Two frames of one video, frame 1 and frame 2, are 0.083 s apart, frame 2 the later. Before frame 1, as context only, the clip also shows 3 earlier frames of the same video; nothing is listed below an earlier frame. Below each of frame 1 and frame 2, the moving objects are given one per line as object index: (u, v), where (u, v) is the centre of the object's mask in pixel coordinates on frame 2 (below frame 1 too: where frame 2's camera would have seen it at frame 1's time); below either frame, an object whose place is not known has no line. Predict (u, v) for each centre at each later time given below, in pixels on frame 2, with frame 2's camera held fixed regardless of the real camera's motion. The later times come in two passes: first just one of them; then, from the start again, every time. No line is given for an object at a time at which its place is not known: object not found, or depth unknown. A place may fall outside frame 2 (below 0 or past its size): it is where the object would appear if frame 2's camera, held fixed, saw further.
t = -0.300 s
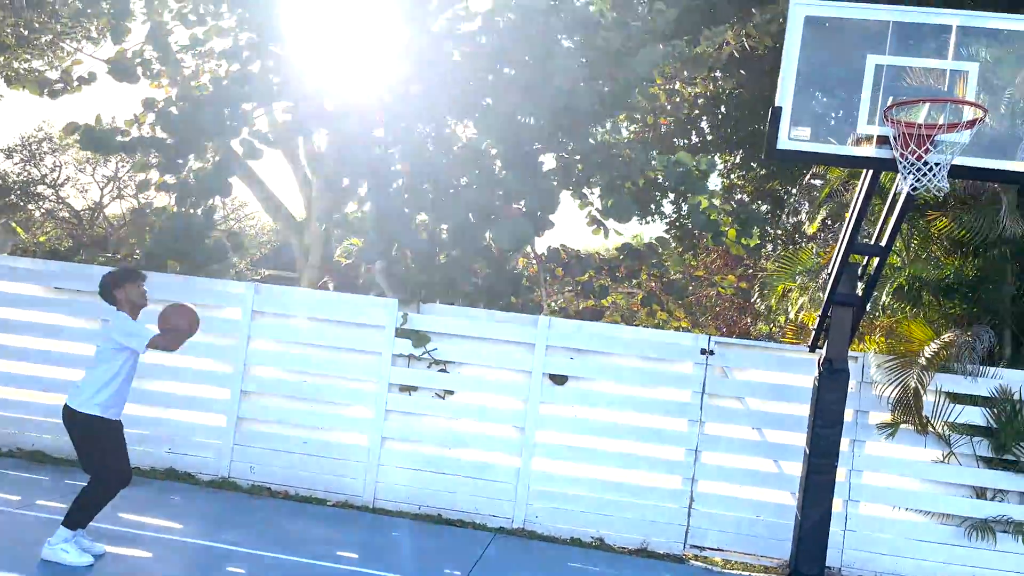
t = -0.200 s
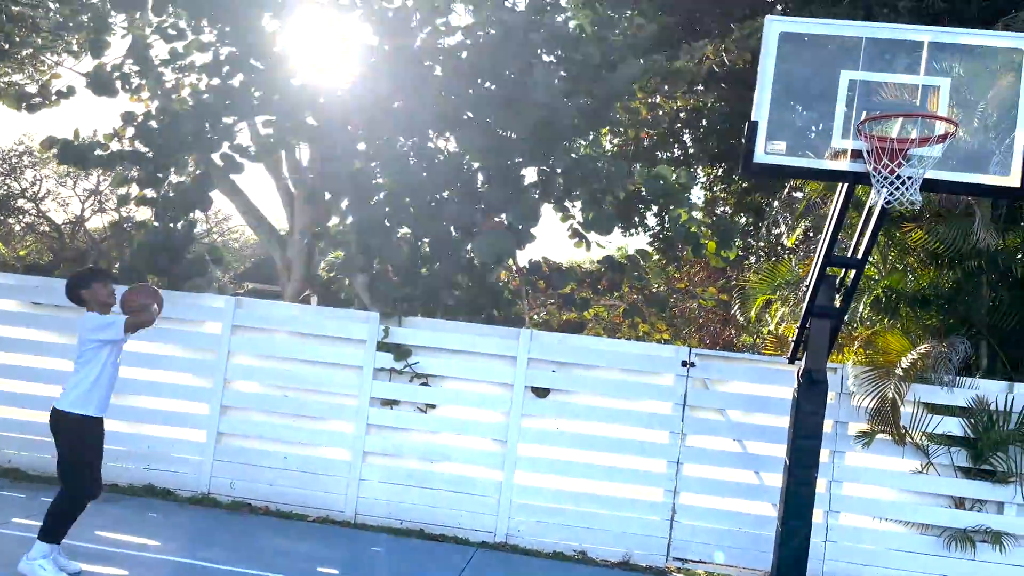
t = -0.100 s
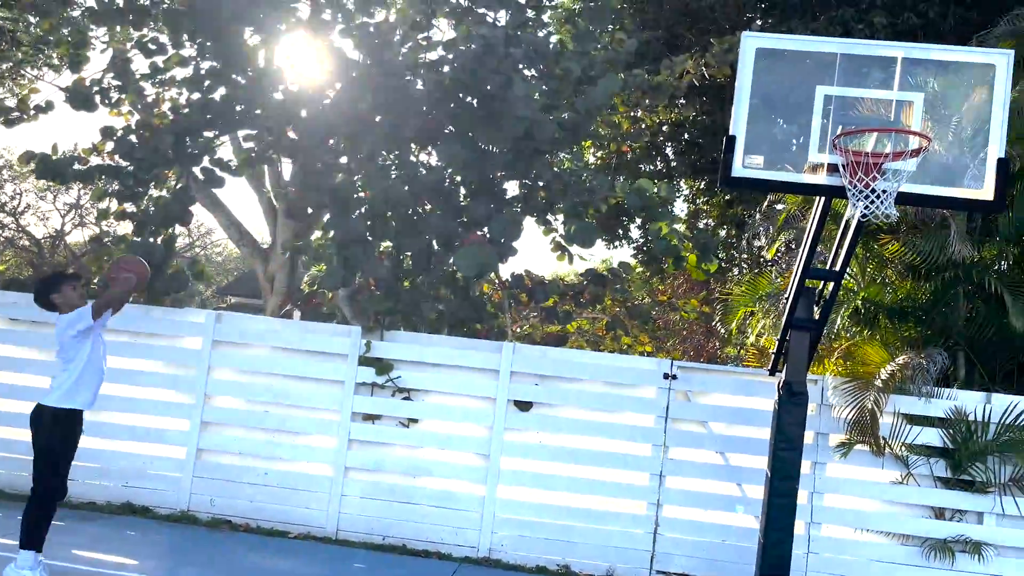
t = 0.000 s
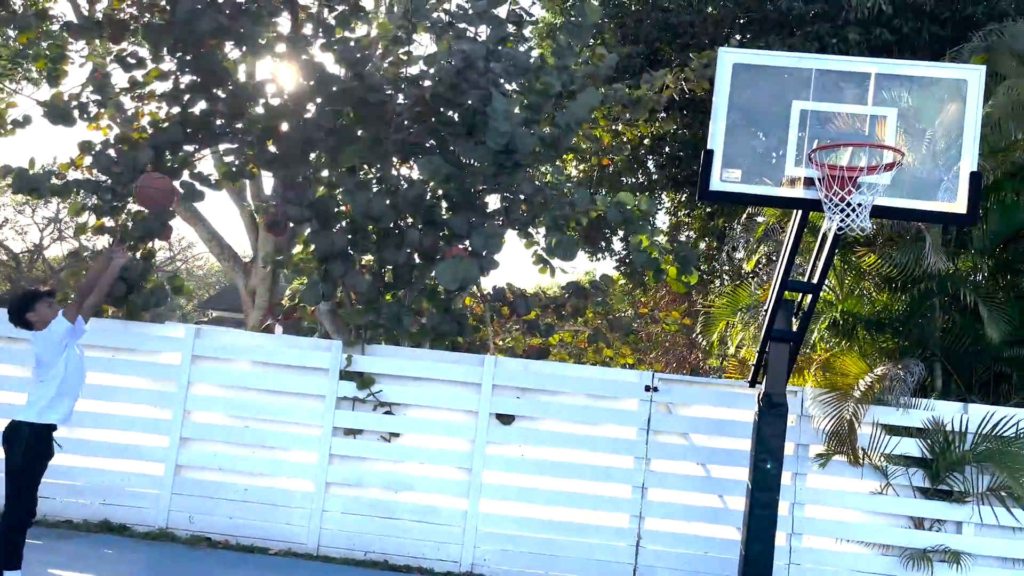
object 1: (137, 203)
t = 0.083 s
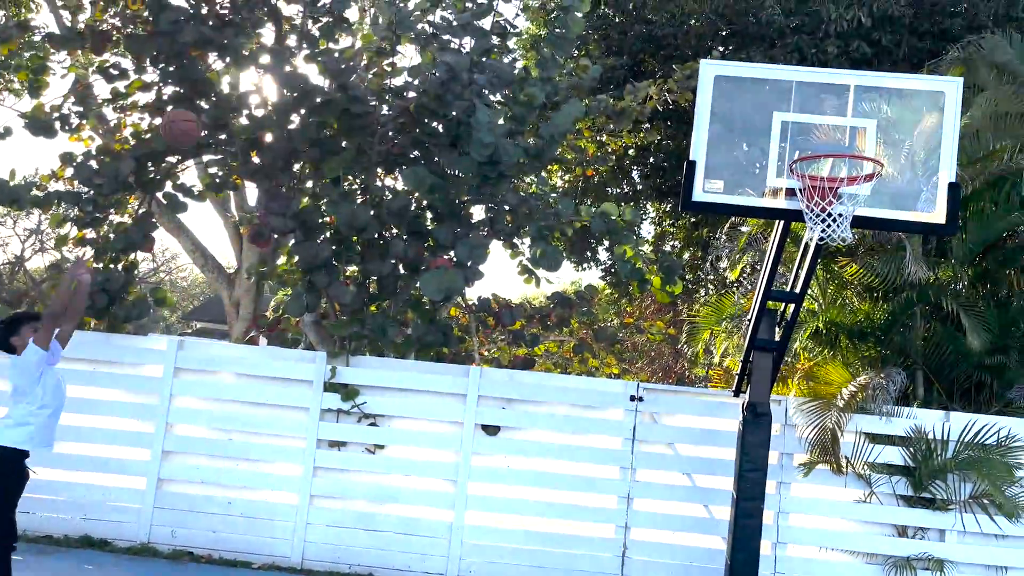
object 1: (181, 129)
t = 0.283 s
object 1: (275, -1)
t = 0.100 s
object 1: (189, 116)
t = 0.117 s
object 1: (198, 101)
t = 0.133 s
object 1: (207, 92)
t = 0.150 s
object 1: (215, 79)
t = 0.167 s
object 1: (222, 66)
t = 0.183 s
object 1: (230, 55)
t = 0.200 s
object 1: (238, 45)
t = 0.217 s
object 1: (245, 35)
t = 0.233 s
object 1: (253, 25)
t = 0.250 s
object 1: (261, 16)
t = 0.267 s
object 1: (268, 7)
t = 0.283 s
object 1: (275, -1)
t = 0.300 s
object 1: (281, -9)
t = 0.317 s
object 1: (289, -14)
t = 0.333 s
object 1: (297, -19)
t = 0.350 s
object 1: (305, -23)
